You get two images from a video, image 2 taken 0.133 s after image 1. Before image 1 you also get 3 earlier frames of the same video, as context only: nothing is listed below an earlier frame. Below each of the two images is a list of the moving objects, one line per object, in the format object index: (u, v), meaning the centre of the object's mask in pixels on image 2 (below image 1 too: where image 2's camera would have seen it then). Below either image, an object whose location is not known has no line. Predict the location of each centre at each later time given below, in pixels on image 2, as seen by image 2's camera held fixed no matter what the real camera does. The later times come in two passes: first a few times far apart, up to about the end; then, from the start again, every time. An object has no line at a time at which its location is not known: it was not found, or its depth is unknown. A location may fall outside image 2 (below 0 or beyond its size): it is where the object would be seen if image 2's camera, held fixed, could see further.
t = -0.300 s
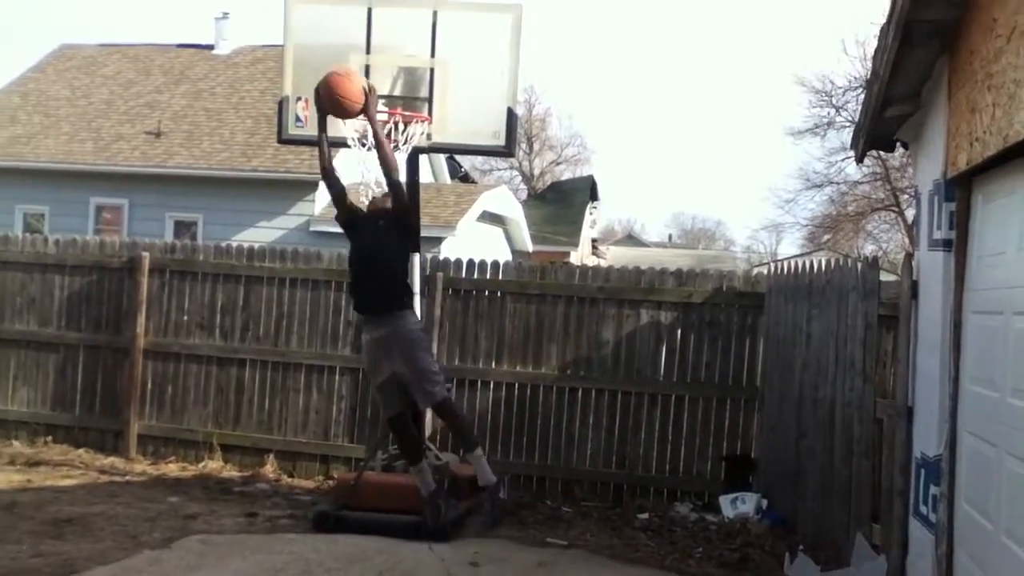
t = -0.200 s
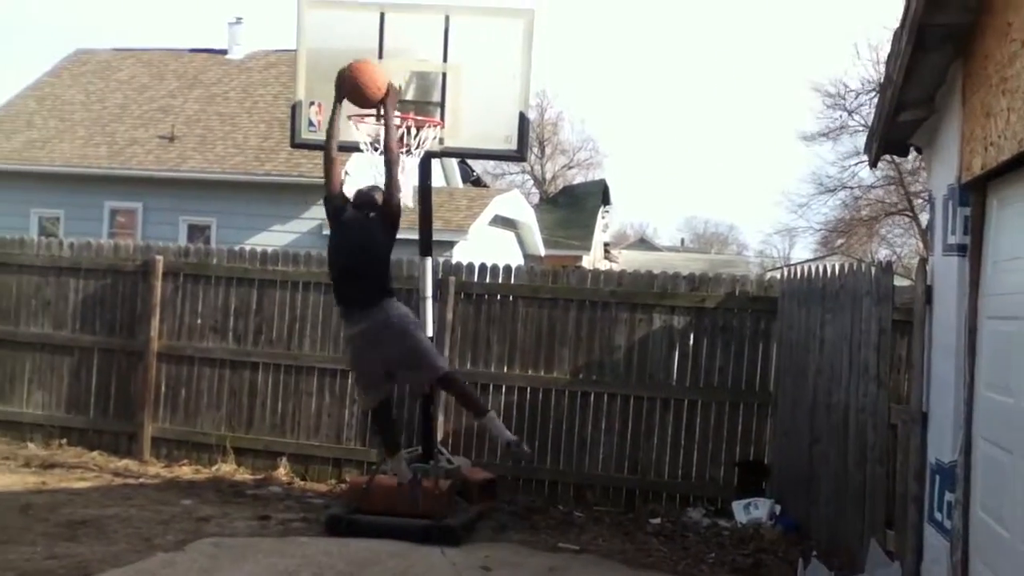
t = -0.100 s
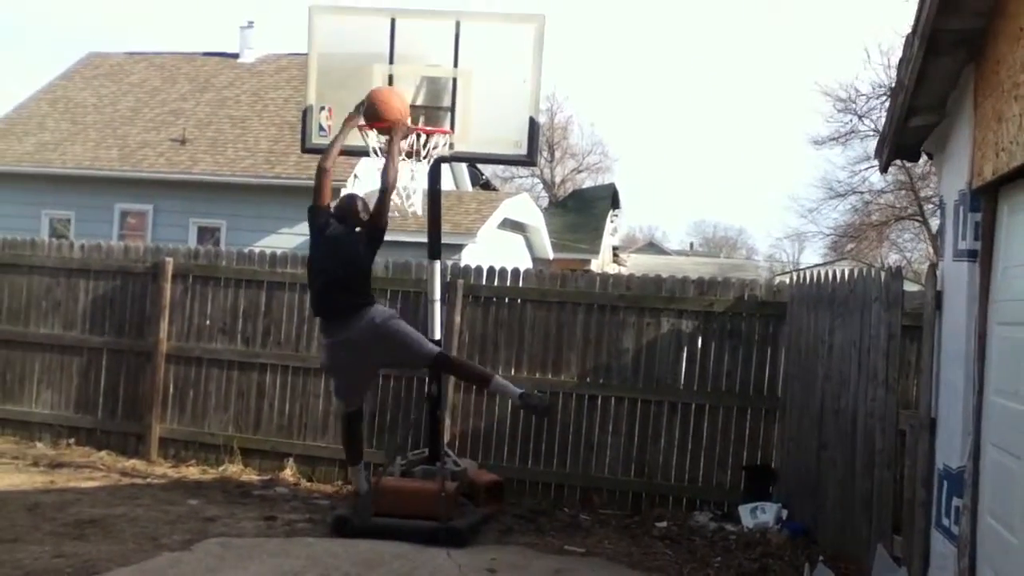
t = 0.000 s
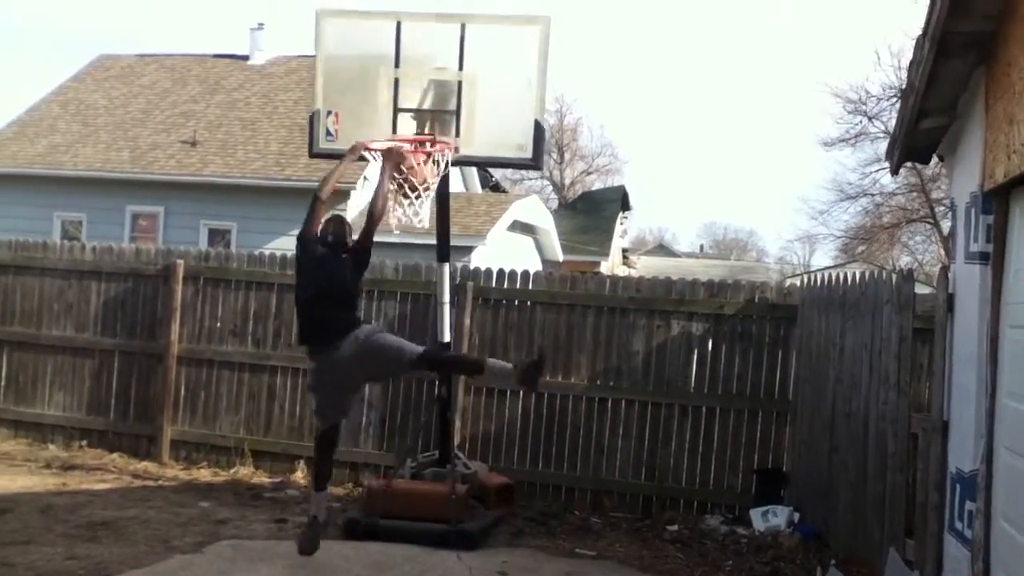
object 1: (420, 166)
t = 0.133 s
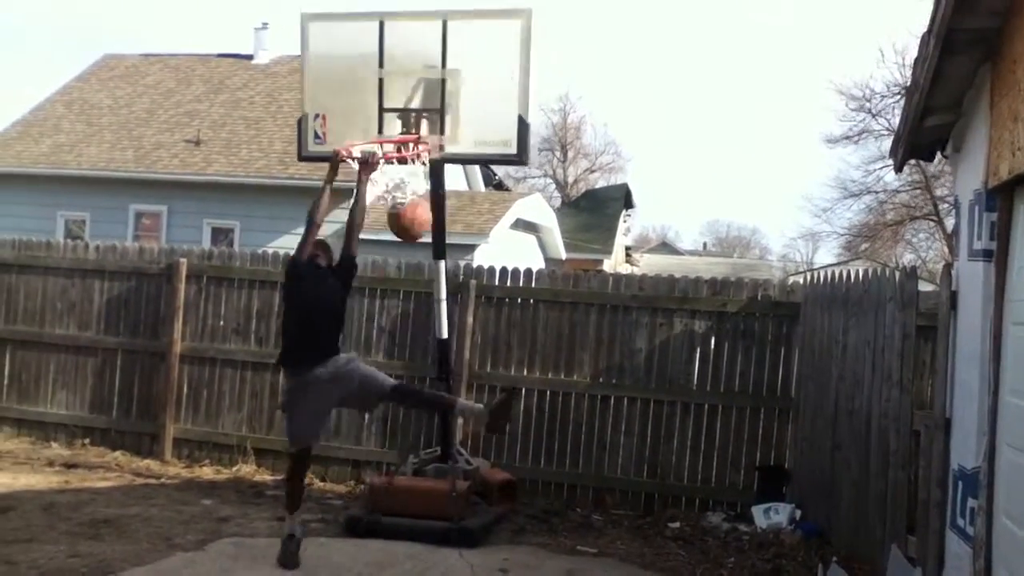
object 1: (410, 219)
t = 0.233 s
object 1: (400, 264)
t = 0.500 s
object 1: (368, 479)
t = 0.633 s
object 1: (342, 475)
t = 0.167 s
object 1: (405, 231)
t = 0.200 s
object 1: (402, 247)
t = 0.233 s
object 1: (400, 264)
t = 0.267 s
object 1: (397, 283)
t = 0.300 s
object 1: (392, 305)
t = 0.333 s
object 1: (388, 329)
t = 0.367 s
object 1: (385, 354)
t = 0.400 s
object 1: (379, 383)
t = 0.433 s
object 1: (376, 413)
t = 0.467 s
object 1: (372, 445)
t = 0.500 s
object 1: (368, 479)
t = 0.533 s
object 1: (364, 515)
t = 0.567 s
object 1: (359, 524)
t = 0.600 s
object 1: (352, 500)
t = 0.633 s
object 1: (342, 475)
